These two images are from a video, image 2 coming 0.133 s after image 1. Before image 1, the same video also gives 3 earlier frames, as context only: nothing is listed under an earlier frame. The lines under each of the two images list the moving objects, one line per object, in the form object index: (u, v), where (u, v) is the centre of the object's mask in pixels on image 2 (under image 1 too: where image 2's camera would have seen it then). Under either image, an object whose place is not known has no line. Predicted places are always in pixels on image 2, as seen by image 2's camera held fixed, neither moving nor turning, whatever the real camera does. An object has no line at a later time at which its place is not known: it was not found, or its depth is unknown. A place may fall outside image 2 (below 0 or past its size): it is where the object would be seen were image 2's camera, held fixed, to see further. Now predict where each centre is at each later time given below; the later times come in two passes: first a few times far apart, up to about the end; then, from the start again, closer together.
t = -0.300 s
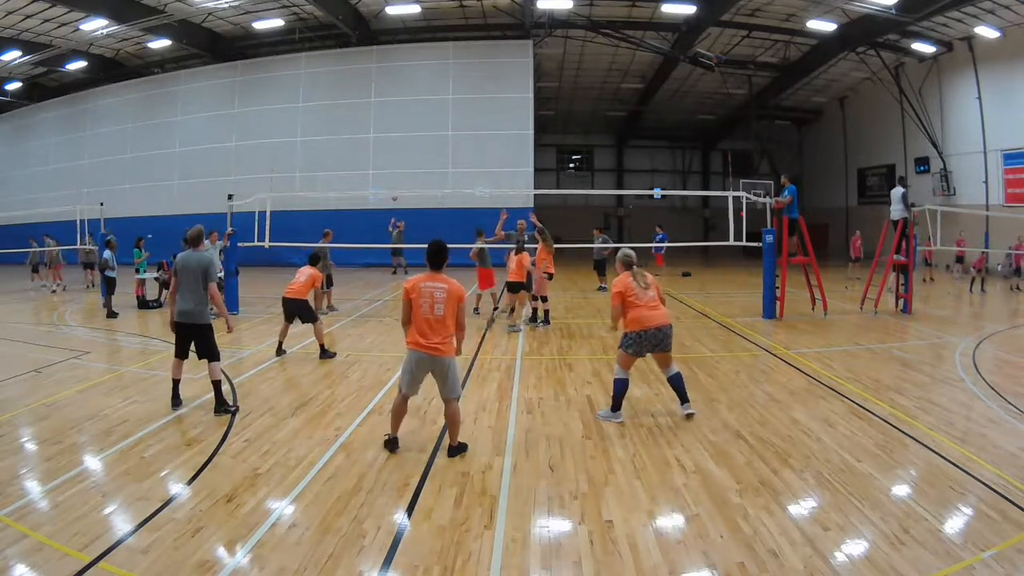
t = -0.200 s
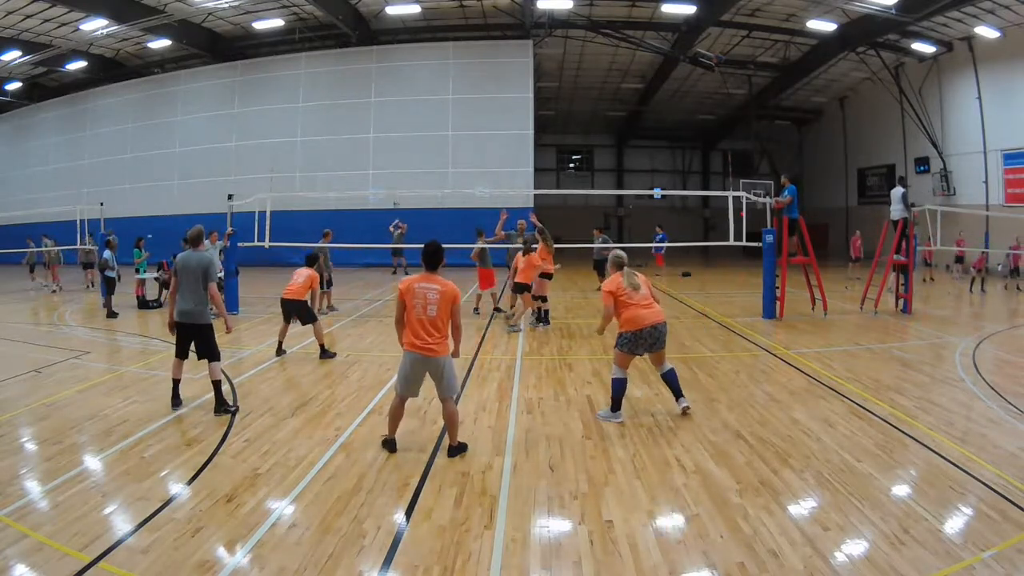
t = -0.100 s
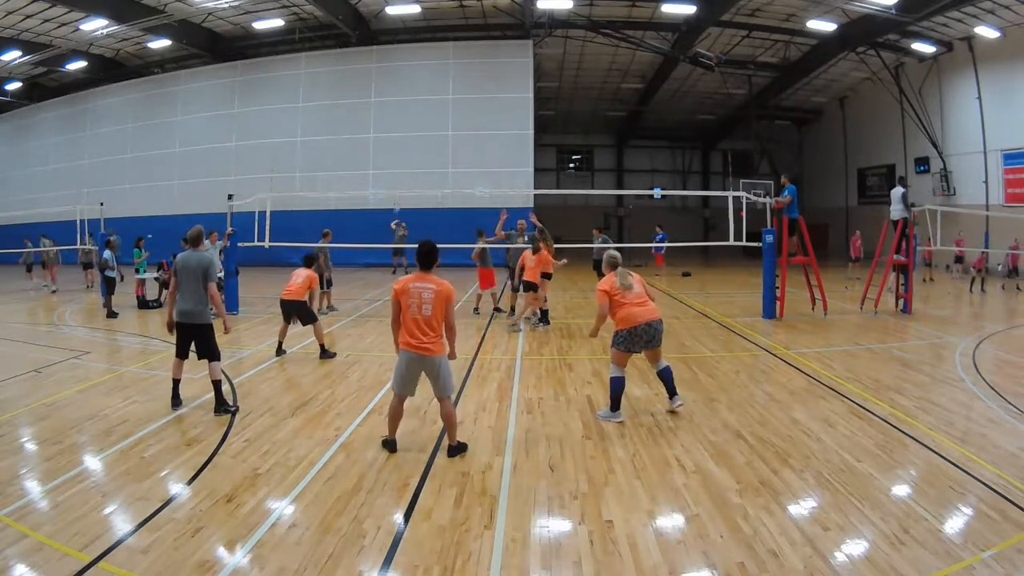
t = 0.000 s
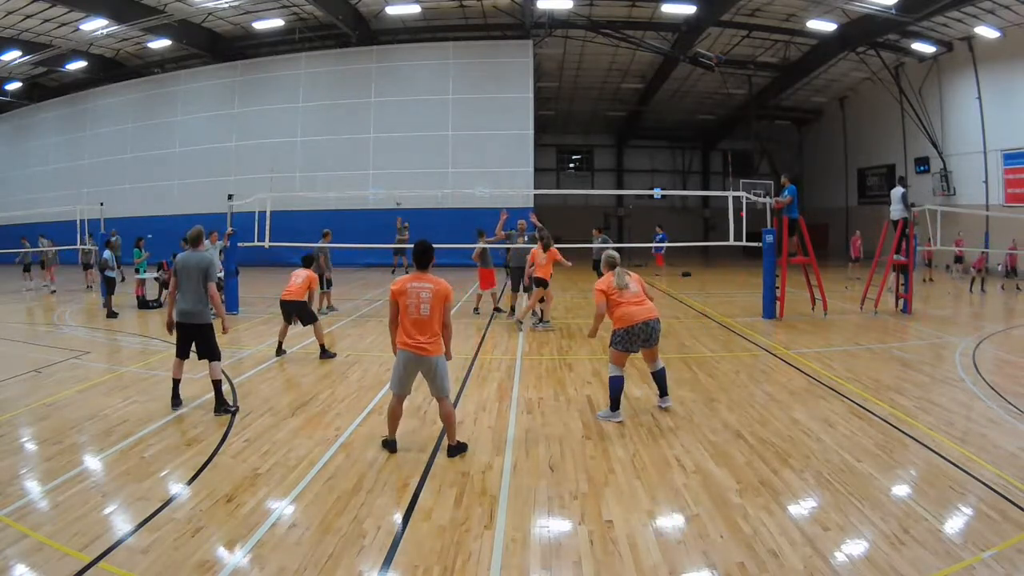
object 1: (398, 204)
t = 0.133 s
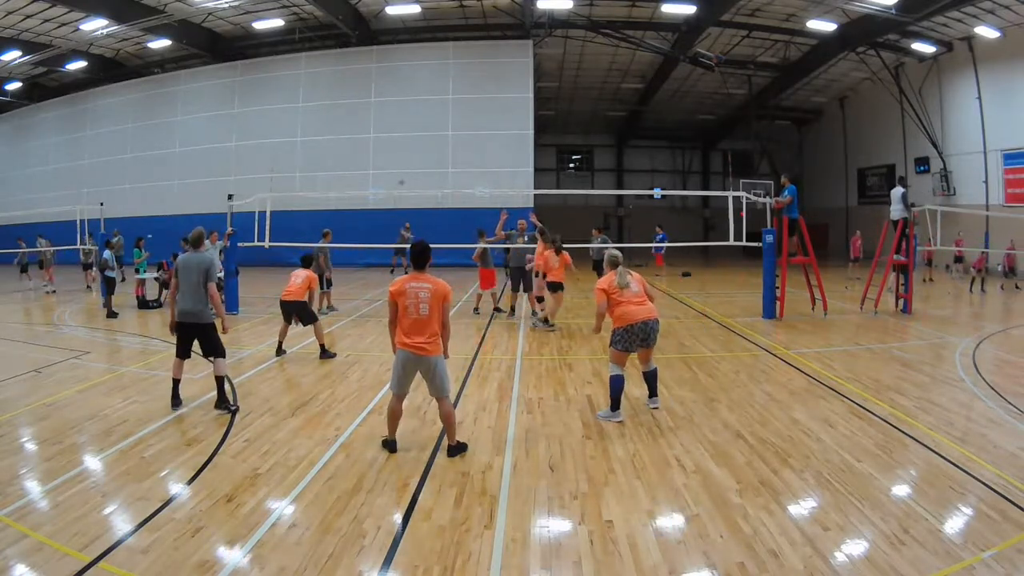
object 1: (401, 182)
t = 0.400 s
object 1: (408, 148)
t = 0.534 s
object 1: (414, 138)
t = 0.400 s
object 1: (408, 148)
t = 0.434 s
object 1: (409, 145)
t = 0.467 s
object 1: (411, 143)
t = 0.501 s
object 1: (412, 140)
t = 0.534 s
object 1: (414, 138)
